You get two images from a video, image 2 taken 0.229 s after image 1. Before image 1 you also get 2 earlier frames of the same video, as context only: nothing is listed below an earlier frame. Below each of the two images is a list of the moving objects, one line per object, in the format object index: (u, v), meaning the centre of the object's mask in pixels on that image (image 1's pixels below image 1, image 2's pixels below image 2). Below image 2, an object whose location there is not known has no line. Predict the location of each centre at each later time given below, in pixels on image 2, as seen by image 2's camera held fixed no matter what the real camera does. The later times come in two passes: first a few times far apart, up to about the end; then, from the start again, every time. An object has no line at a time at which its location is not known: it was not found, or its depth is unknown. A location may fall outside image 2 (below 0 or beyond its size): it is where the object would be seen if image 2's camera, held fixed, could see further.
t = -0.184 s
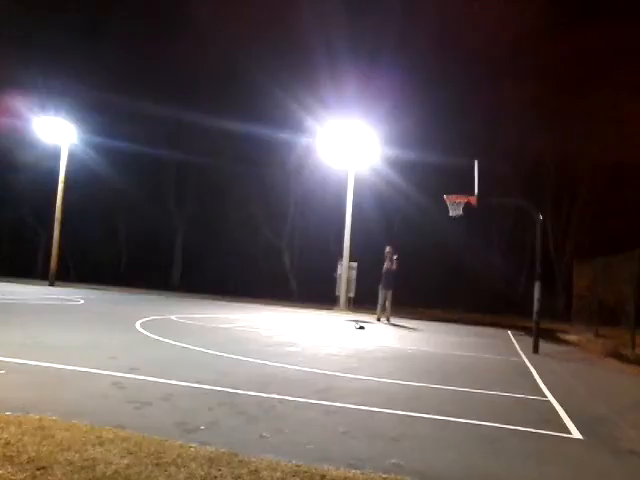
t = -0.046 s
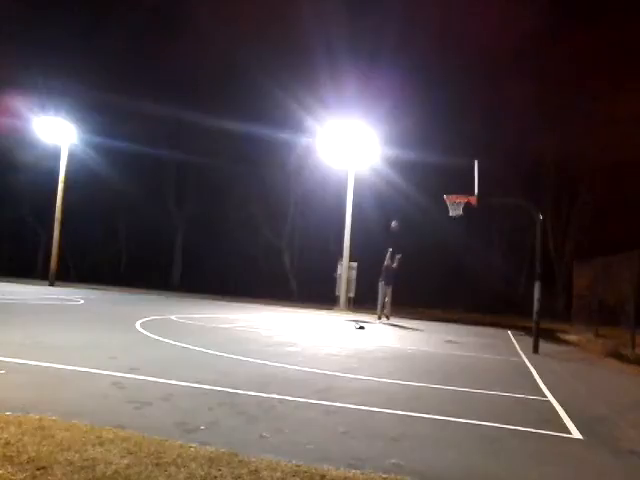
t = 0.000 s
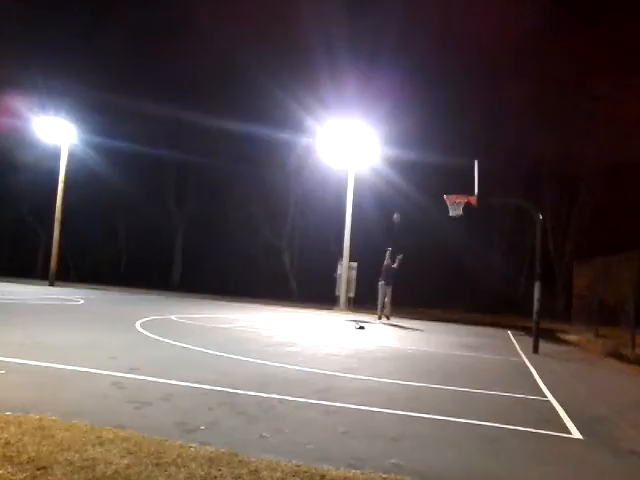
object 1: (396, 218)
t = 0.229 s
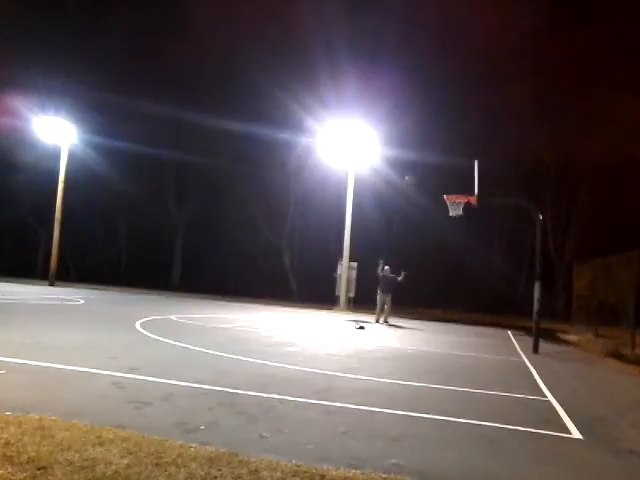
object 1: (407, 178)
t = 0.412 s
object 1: (417, 163)
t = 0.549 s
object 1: (424, 155)
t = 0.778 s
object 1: (437, 158)
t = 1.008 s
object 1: (451, 190)
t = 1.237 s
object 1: (463, 219)
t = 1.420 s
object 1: (473, 250)
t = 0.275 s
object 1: (411, 174)
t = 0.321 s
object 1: (412, 169)
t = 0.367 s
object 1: (413, 166)
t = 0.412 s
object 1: (417, 163)
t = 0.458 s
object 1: (418, 159)
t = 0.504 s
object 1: (419, 157)
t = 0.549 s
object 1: (424, 155)
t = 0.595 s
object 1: (428, 155)
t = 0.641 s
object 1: (430, 155)
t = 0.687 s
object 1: (433, 155)
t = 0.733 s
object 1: (434, 156)
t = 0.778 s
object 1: (437, 158)
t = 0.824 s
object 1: (439, 162)
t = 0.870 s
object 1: (442, 165)
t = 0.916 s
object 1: (444, 170)
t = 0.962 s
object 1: (446, 176)
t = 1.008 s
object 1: (451, 190)
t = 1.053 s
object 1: (455, 214)
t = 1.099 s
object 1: (455, 205)
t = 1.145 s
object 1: (459, 208)
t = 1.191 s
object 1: (461, 210)
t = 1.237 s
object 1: (463, 219)
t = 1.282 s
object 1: (466, 226)
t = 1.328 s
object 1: (469, 234)
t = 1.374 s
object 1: (471, 242)
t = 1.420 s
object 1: (473, 250)
